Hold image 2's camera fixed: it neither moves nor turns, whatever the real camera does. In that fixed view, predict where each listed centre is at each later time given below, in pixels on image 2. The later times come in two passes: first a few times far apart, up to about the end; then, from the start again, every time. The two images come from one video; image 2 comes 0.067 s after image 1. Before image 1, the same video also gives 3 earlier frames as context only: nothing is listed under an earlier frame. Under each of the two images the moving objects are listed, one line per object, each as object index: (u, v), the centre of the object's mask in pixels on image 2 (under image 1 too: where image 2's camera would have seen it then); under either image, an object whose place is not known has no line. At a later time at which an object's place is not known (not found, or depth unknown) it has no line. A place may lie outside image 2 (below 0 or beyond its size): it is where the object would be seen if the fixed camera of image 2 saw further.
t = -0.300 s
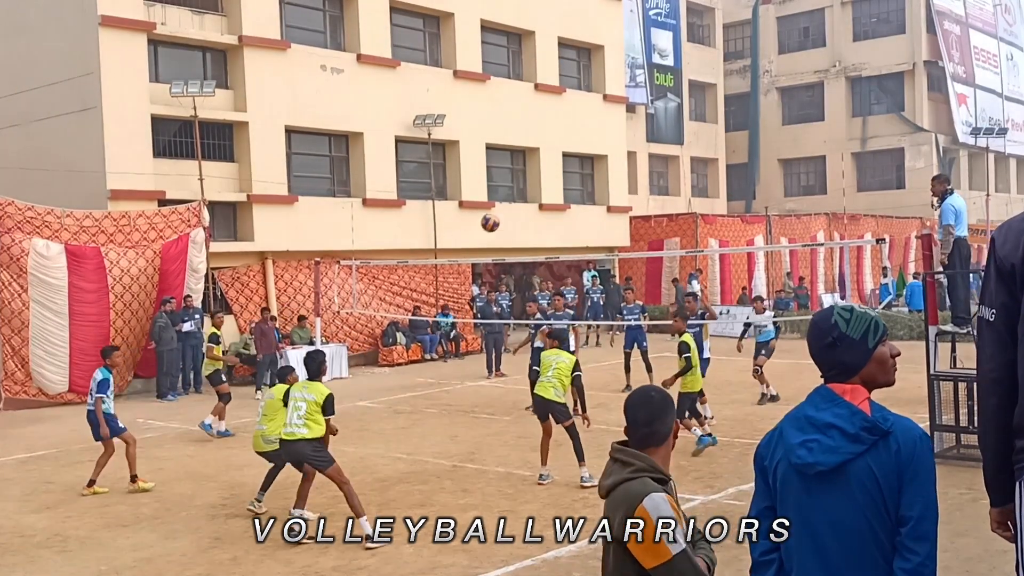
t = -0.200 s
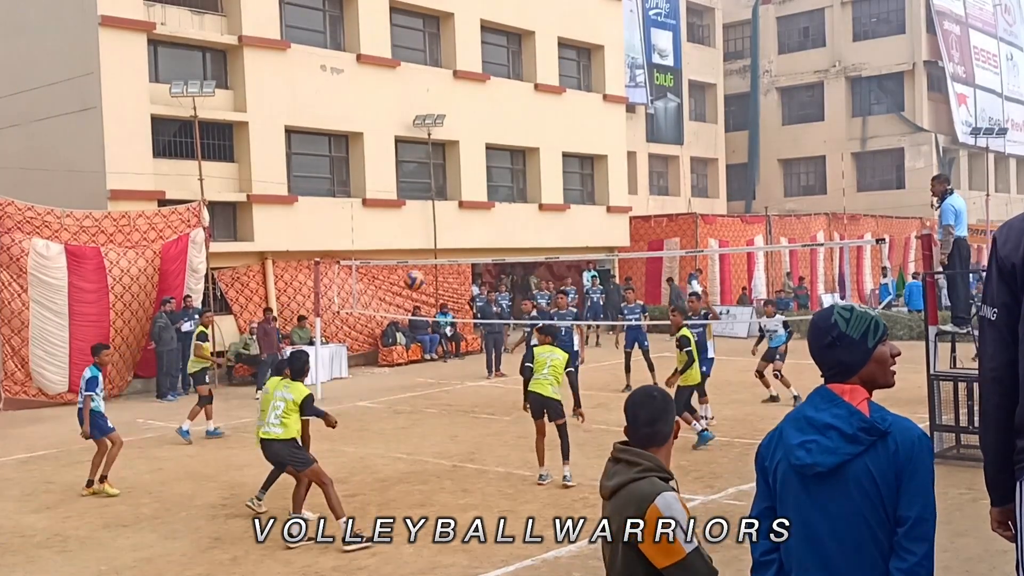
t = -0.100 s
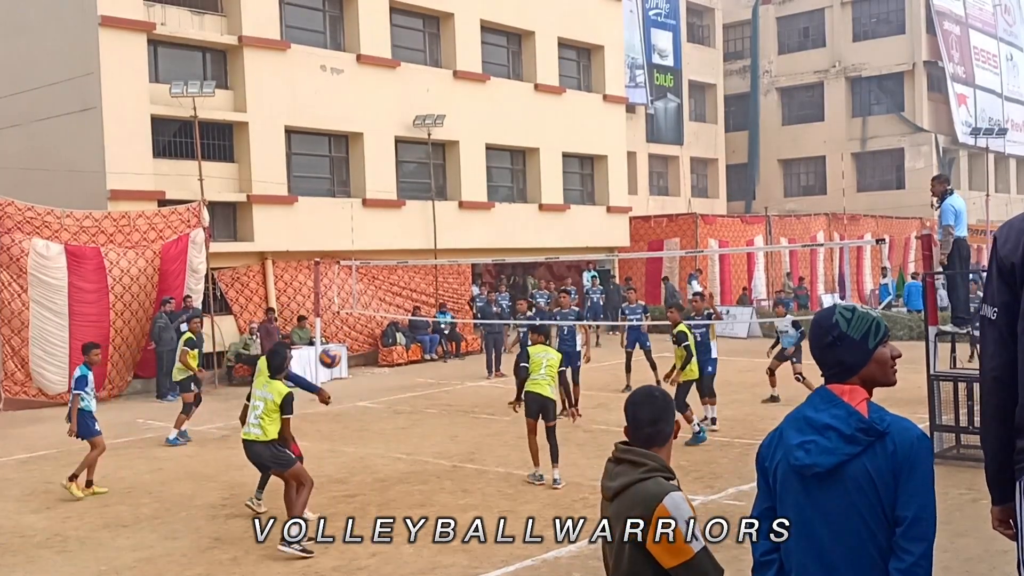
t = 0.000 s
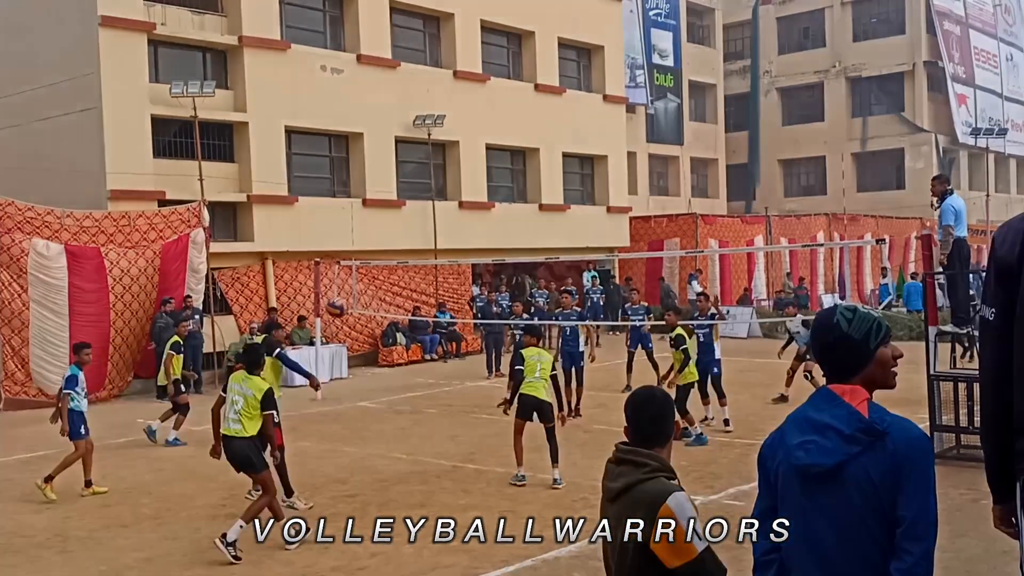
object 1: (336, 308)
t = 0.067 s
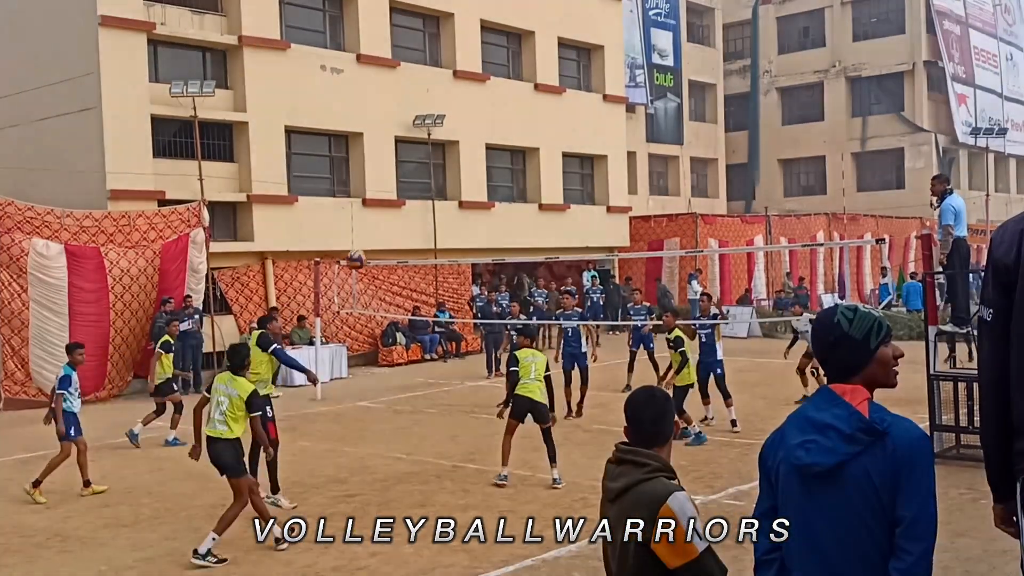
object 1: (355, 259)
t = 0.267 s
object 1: (412, 152)
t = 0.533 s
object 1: (479, 85)
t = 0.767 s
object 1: (532, 83)
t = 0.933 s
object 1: (568, 109)
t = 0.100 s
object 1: (366, 238)
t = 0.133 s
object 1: (375, 218)
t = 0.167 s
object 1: (384, 199)
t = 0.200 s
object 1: (393, 182)
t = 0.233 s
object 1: (403, 167)
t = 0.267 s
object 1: (412, 152)
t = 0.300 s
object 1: (420, 139)
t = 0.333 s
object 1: (429, 129)
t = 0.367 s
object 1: (437, 118)
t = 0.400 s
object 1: (445, 109)
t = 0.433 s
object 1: (454, 102)
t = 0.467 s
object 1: (462, 95)
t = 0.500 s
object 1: (470, 90)
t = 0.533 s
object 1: (479, 85)
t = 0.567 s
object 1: (487, 82)
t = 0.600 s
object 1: (494, 79)
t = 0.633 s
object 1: (502, 78)
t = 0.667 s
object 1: (510, 78)
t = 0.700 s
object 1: (517, 78)
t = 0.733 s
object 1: (525, 80)
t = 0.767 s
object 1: (532, 83)
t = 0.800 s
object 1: (539, 87)
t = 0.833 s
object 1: (546, 91)
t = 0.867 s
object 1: (554, 96)
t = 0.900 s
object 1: (561, 102)
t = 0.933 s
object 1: (568, 109)
